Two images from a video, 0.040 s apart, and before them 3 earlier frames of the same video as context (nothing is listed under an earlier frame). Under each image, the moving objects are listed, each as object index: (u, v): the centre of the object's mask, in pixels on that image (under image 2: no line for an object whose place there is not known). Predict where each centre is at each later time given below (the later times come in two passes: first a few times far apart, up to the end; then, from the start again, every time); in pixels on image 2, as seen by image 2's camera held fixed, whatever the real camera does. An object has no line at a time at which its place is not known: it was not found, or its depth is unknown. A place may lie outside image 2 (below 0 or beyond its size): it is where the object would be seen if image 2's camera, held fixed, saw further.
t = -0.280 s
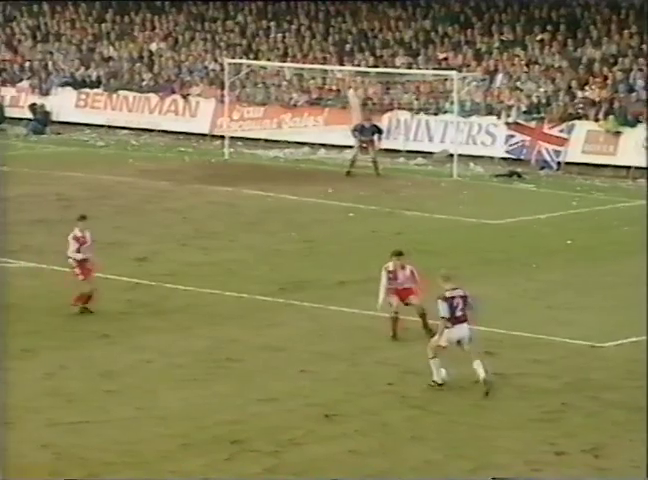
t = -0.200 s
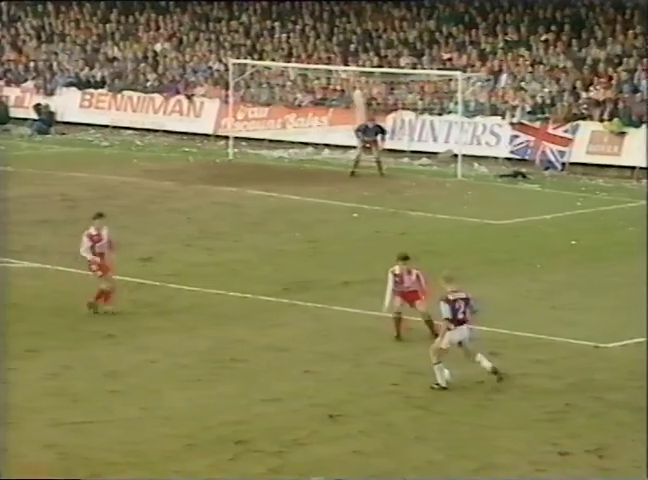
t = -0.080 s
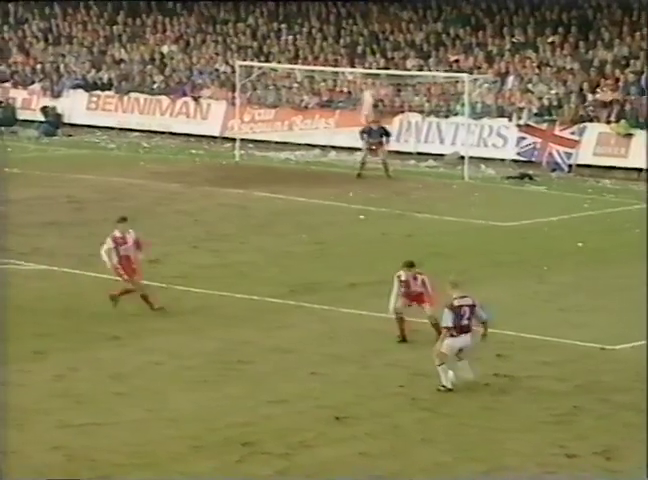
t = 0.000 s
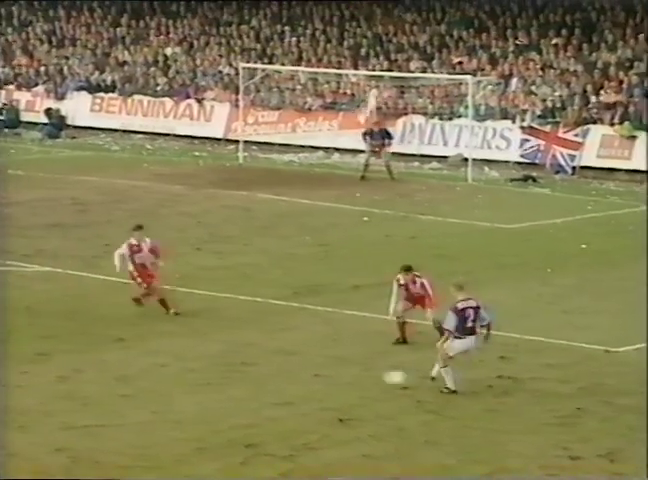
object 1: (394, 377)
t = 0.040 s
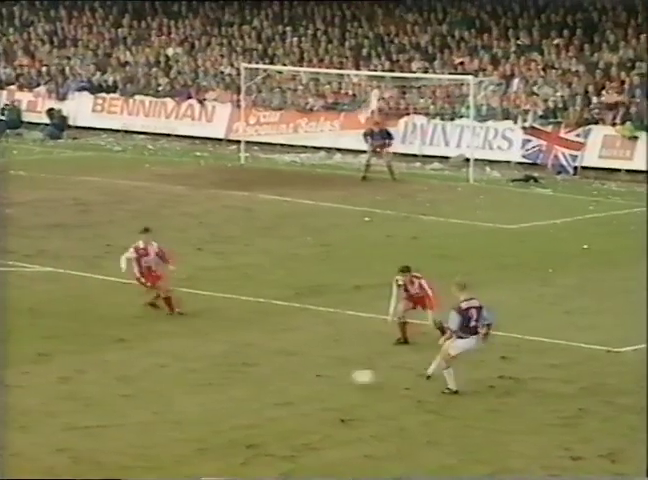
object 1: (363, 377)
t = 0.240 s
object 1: (206, 378)
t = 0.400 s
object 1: (92, 381)
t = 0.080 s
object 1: (330, 376)
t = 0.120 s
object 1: (297, 378)
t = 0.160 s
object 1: (265, 379)
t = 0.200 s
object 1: (235, 379)
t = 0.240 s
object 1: (206, 378)
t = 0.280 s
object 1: (176, 380)
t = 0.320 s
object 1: (147, 380)
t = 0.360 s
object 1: (119, 380)
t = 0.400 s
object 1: (92, 381)
